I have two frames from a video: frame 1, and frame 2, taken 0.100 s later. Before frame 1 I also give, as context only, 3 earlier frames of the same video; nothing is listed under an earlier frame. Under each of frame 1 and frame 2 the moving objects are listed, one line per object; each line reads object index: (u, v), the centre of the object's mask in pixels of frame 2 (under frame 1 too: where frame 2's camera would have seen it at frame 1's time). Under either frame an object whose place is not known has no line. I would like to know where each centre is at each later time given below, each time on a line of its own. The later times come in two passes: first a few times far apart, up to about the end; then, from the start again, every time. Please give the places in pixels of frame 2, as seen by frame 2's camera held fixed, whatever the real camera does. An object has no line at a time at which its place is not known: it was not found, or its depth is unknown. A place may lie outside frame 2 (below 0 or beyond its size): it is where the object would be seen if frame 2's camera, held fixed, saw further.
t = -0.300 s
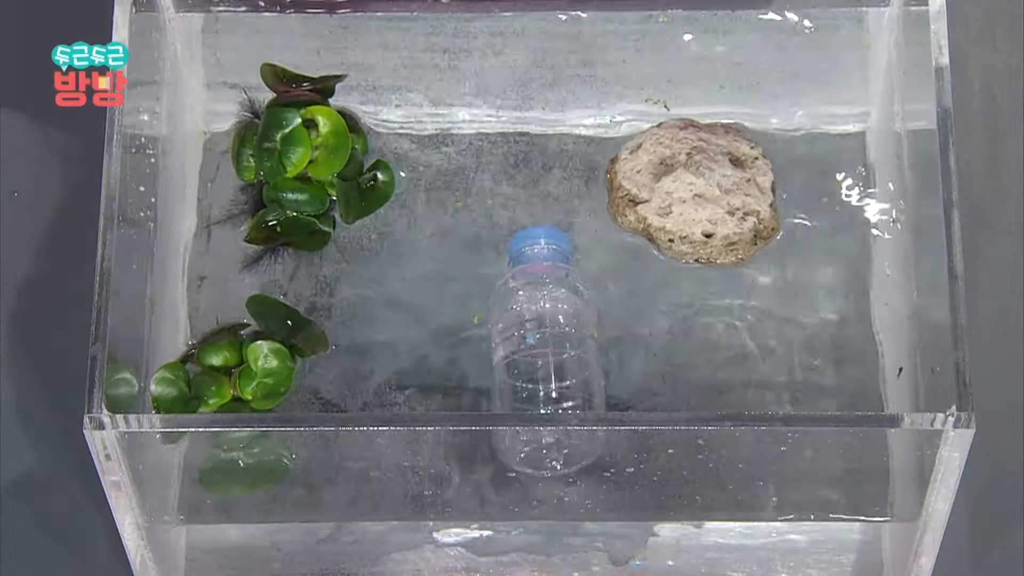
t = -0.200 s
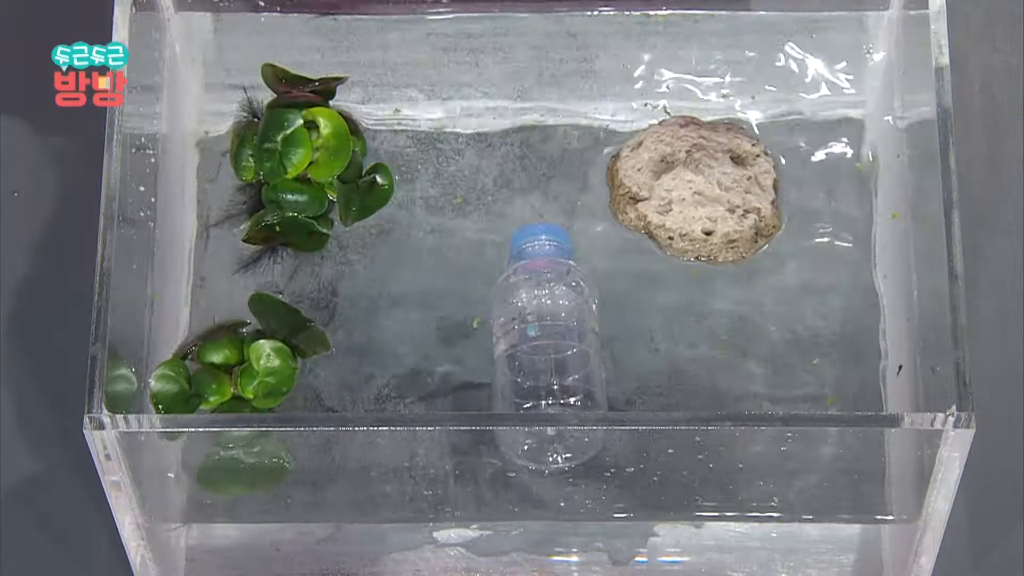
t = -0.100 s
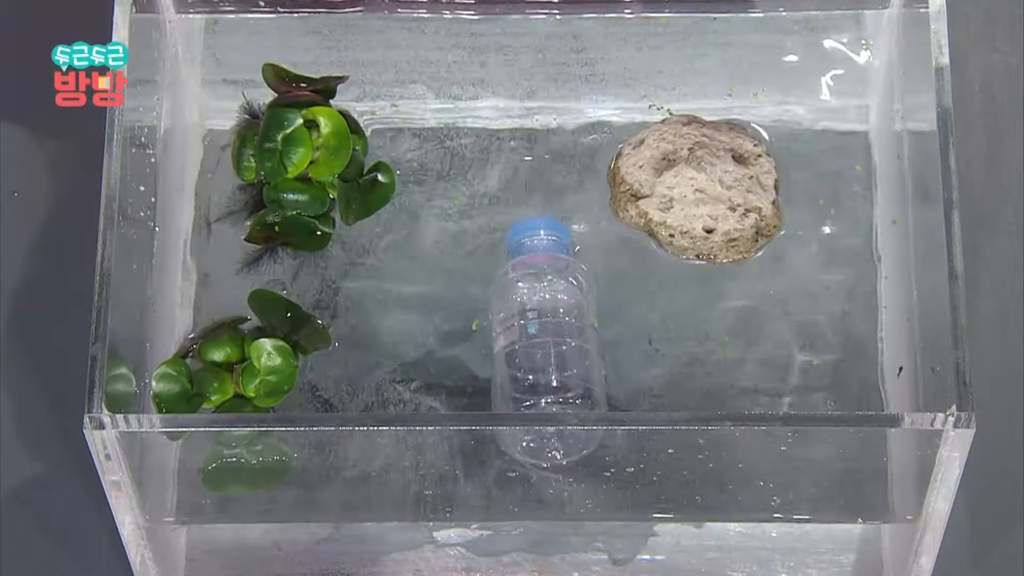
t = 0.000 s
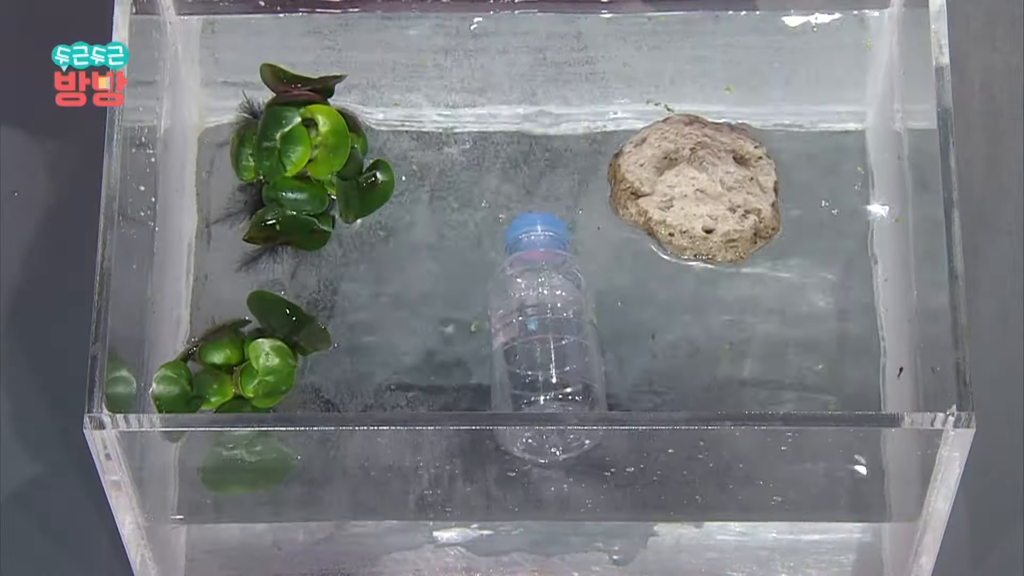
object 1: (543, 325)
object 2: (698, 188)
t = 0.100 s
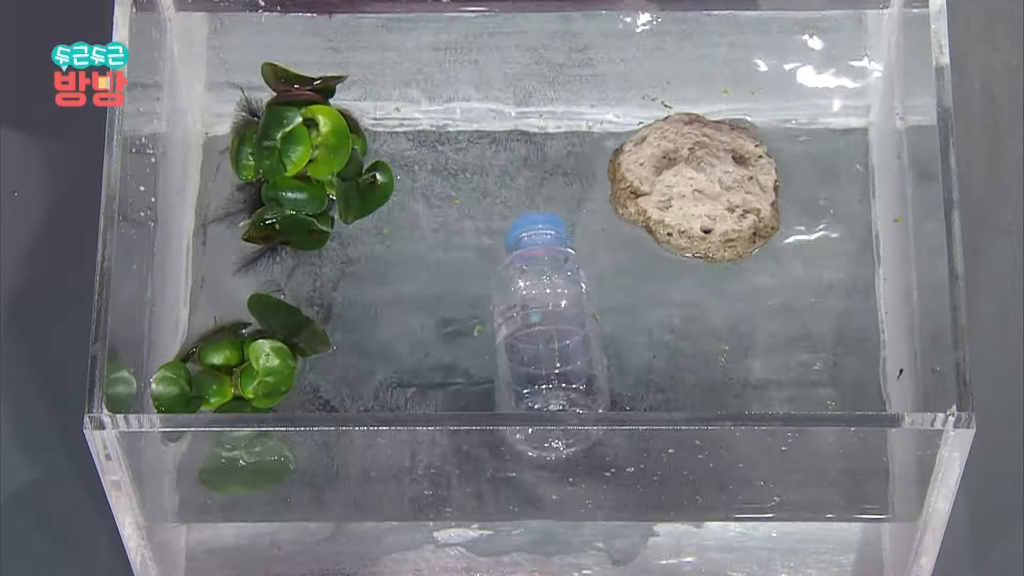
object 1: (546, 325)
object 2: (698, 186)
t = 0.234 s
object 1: (550, 320)
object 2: (702, 181)
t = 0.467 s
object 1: (552, 318)
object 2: (704, 180)
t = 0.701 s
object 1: (553, 311)
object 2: (706, 177)
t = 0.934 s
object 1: (557, 305)
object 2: (708, 173)
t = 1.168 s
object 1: (557, 297)
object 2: (712, 174)
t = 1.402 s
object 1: (560, 293)
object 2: (712, 169)
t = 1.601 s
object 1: (558, 285)
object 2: (714, 168)
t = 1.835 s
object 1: (563, 282)
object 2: (718, 166)
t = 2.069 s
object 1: (562, 277)
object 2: (720, 163)
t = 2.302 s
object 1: (562, 272)
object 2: (721, 163)
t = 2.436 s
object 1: (563, 270)
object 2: (723, 161)
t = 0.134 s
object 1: (547, 324)
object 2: (699, 185)
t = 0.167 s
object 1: (549, 323)
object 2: (699, 183)
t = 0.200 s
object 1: (550, 321)
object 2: (700, 182)
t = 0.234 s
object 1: (550, 320)
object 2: (702, 181)
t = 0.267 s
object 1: (551, 318)
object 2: (703, 180)
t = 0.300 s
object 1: (550, 318)
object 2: (703, 180)
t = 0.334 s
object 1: (550, 318)
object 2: (704, 180)
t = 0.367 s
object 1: (550, 319)
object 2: (704, 181)
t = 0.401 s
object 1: (550, 319)
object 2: (704, 181)
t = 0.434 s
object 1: (551, 318)
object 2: (705, 180)
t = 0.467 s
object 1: (552, 318)
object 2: (704, 180)
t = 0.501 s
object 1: (553, 317)
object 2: (704, 180)
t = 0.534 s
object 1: (554, 316)
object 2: (704, 179)
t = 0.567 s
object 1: (554, 314)
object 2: (704, 178)
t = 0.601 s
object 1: (554, 313)
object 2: (704, 178)
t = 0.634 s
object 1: (554, 313)
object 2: (705, 177)
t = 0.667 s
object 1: (554, 312)
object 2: (704, 178)
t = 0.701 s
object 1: (553, 311)
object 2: (706, 177)
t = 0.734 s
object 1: (553, 311)
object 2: (705, 178)
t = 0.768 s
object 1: (552, 311)
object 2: (706, 178)
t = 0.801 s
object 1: (553, 310)
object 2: (706, 178)
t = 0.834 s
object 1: (553, 309)
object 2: (707, 177)
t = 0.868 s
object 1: (554, 307)
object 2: (707, 175)
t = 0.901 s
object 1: (556, 306)
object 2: (708, 174)
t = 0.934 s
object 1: (557, 305)
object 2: (708, 173)
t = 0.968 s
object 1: (558, 305)
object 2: (709, 172)
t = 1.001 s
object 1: (559, 305)
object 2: (709, 172)
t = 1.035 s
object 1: (559, 303)
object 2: (710, 172)
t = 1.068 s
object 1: (560, 302)
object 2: (710, 173)
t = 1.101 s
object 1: (559, 301)
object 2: (711, 174)
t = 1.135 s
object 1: (557, 299)
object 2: (711, 174)
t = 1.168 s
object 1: (557, 297)
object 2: (712, 174)
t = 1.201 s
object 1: (557, 296)
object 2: (712, 173)
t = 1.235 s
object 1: (557, 295)
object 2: (712, 173)
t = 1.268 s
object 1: (559, 296)
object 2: (712, 172)
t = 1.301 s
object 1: (559, 297)
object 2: (712, 170)
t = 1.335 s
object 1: (560, 297)
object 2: (712, 170)
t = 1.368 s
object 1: (560, 295)
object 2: (713, 169)
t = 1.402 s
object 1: (560, 293)
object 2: (712, 169)
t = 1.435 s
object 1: (559, 291)
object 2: (713, 170)
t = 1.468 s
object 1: (558, 289)
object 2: (713, 169)
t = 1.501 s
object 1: (558, 287)
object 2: (713, 169)
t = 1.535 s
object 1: (558, 285)
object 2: (713, 169)
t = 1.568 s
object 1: (558, 285)
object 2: (714, 169)
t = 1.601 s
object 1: (558, 285)
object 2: (714, 168)
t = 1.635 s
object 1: (559, 287)
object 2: (715, 168)
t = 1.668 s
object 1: (560, 286)
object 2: (715, 167)
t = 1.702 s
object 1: (561, 286)
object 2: (716, 166)
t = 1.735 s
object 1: (562, 285)
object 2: (717, 166)
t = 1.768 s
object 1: (562, 284)
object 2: (717, 166)
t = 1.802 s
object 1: (562, 283)
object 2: (718, 166)
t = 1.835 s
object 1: (563, 282)
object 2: (718, 166)
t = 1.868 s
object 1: (563, 281)
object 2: (718, 166)
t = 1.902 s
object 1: (563, 280)
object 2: (719, 166)
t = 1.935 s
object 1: (563, 279)
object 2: (719, 165)
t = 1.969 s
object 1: (563, 280)
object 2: (719, 165)
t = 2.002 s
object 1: (563, 280)
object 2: (720, 164)
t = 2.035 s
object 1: (563, 278)
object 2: (720, 163)
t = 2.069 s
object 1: (562, 277)
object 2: (720, 163)
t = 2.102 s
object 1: (562, 276)
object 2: (720, 162)
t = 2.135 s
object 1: (562, 276)
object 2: (719, 162)
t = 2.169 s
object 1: (562, 275)
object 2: (719, 162)
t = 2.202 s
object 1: (562, 275)
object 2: (719, 163)
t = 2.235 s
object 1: (562, 274)
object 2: (719, 163)
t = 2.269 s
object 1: (563, 273)
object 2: (720, 163)
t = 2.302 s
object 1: (562, 272)
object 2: (721, 163)
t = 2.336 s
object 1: (562, 272)
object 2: (722, 162)
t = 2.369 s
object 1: (563, 271)
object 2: (722, 162)
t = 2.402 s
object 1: (563, 271)
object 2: (723, 161)
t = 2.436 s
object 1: (563, 270)
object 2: (723, 161)
